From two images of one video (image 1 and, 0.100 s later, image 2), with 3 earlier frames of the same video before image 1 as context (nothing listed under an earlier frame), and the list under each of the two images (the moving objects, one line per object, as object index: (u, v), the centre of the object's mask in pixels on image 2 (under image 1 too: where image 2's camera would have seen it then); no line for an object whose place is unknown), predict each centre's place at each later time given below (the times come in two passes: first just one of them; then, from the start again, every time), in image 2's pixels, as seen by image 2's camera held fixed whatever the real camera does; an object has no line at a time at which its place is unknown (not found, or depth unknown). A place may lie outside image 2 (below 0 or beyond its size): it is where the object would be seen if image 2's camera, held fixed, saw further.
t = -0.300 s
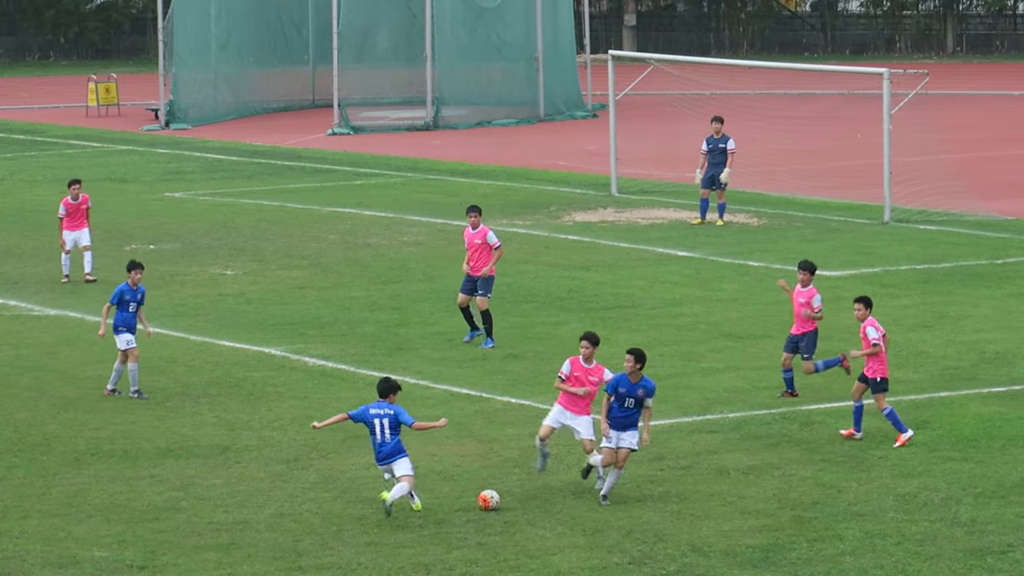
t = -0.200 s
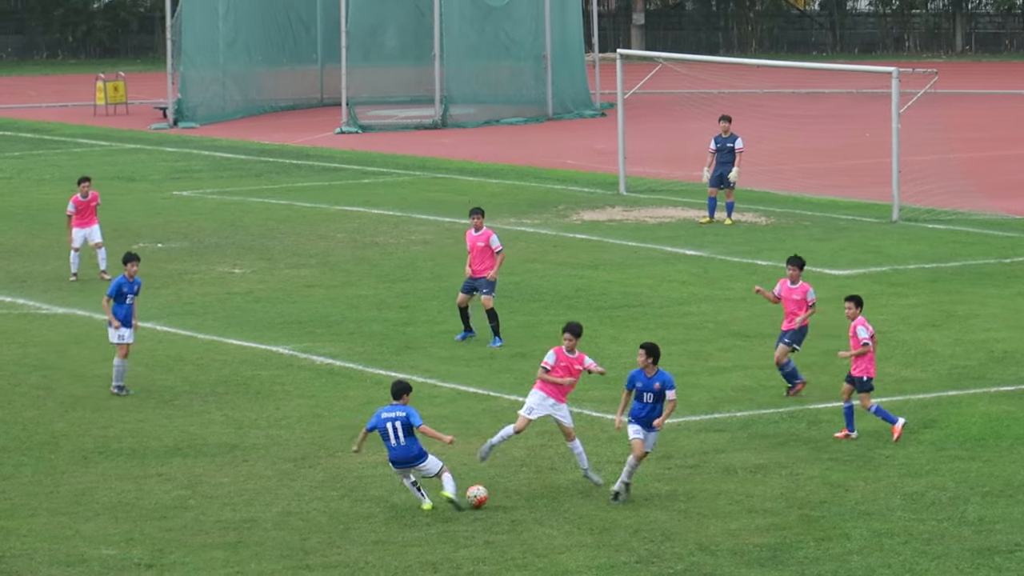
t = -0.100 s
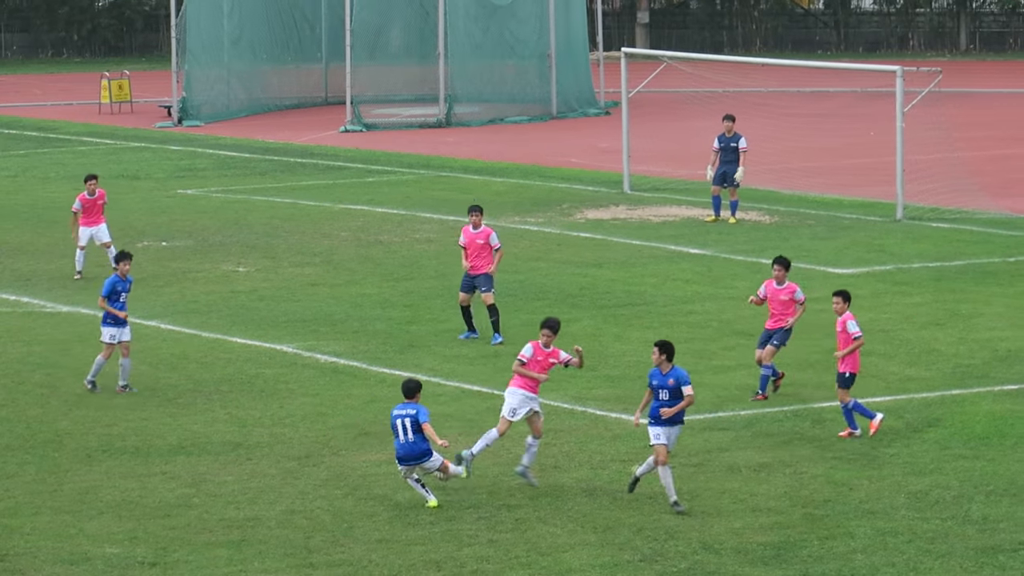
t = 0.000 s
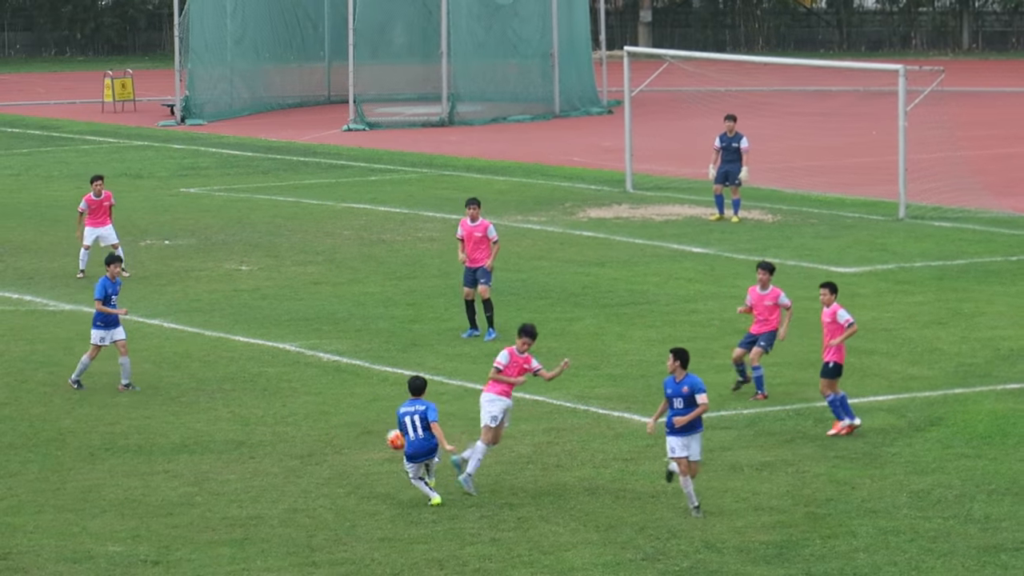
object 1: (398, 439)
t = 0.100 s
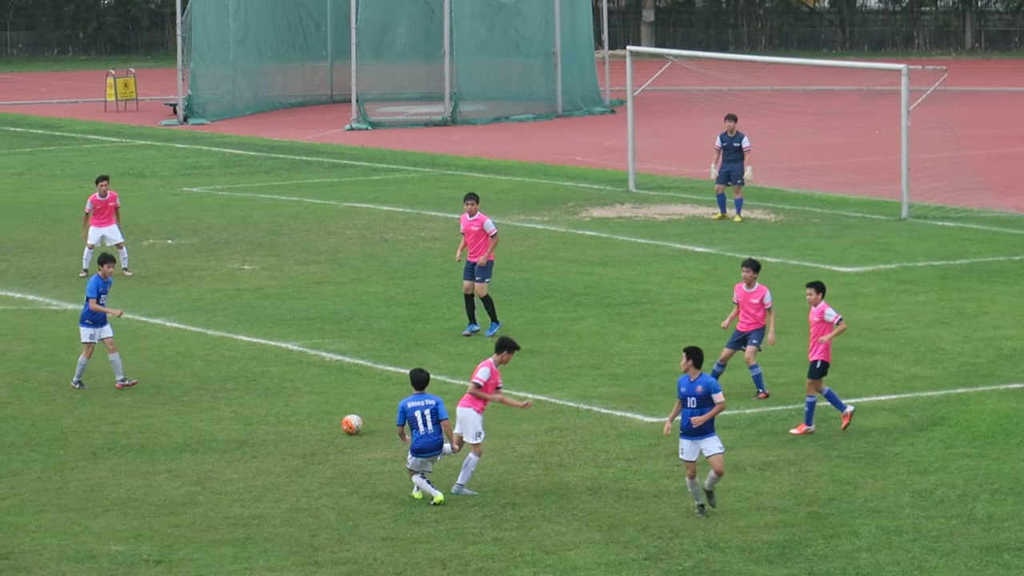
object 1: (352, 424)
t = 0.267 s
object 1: (283, 372)
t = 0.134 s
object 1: (337, 415)
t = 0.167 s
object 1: (323, 402)
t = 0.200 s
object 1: (310, 390)
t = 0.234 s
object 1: (297, 381)
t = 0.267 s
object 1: (283, 372)
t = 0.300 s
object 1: (271, 365)
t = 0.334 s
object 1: (258, 360)
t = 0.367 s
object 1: (246, 356)
